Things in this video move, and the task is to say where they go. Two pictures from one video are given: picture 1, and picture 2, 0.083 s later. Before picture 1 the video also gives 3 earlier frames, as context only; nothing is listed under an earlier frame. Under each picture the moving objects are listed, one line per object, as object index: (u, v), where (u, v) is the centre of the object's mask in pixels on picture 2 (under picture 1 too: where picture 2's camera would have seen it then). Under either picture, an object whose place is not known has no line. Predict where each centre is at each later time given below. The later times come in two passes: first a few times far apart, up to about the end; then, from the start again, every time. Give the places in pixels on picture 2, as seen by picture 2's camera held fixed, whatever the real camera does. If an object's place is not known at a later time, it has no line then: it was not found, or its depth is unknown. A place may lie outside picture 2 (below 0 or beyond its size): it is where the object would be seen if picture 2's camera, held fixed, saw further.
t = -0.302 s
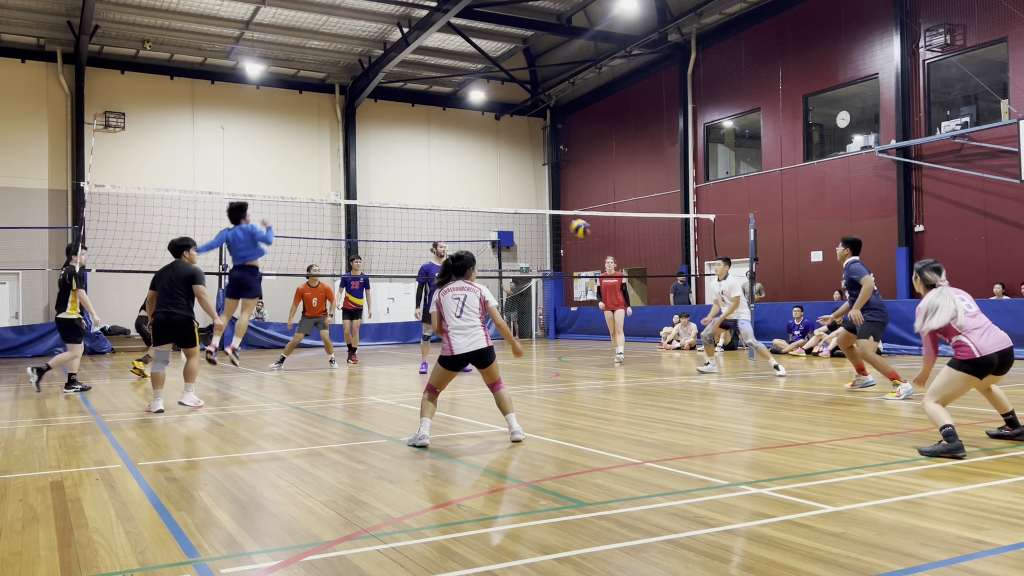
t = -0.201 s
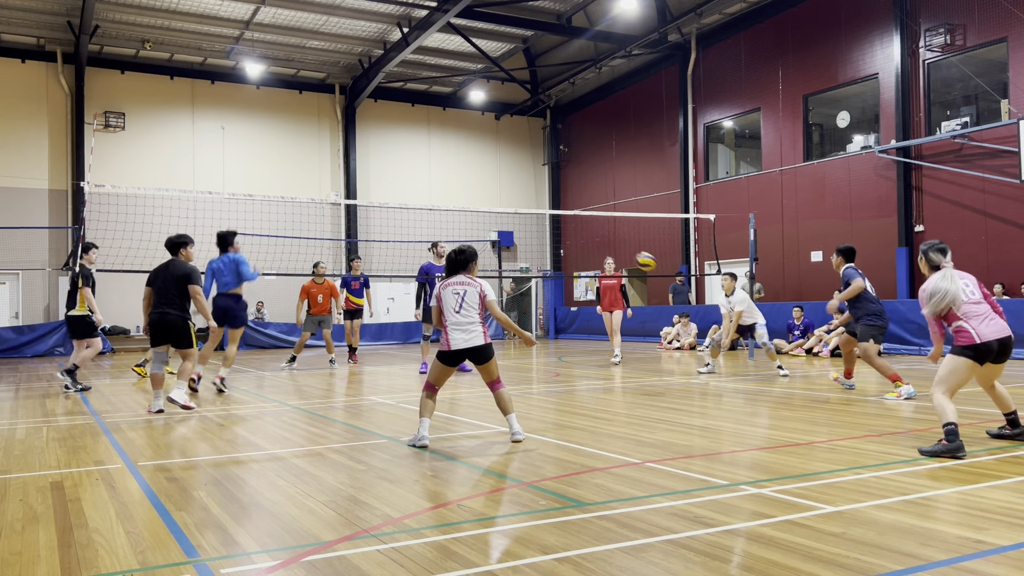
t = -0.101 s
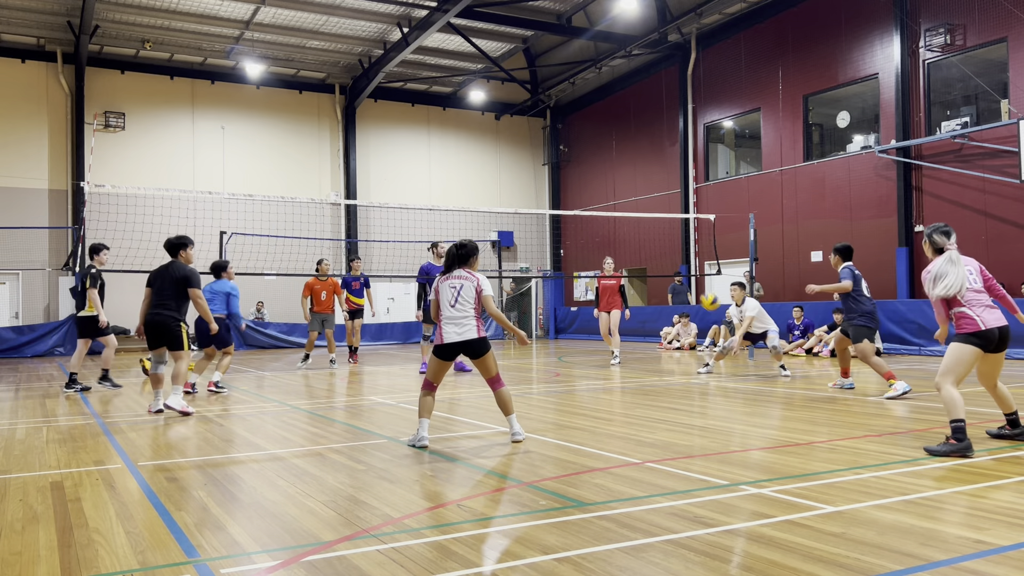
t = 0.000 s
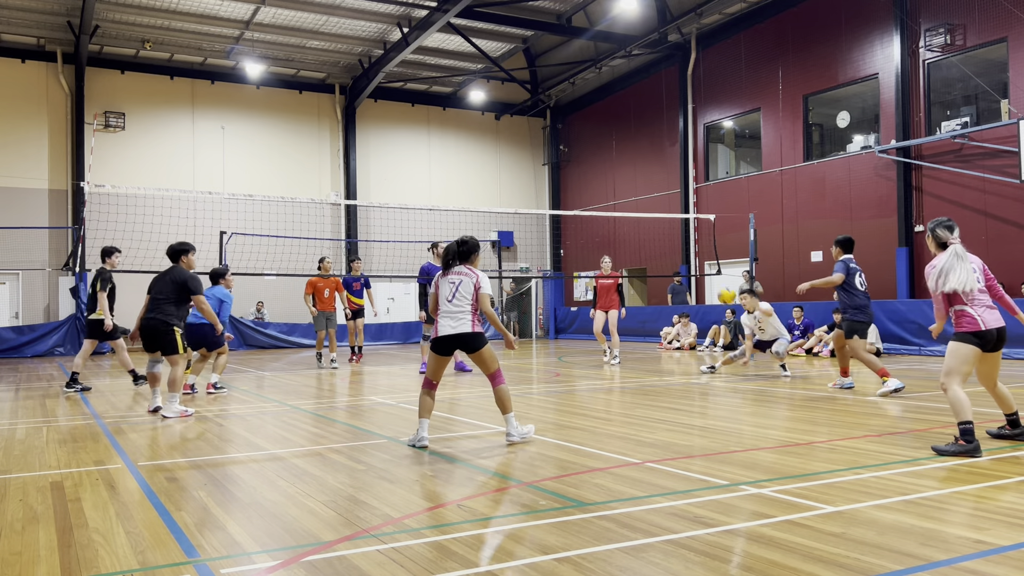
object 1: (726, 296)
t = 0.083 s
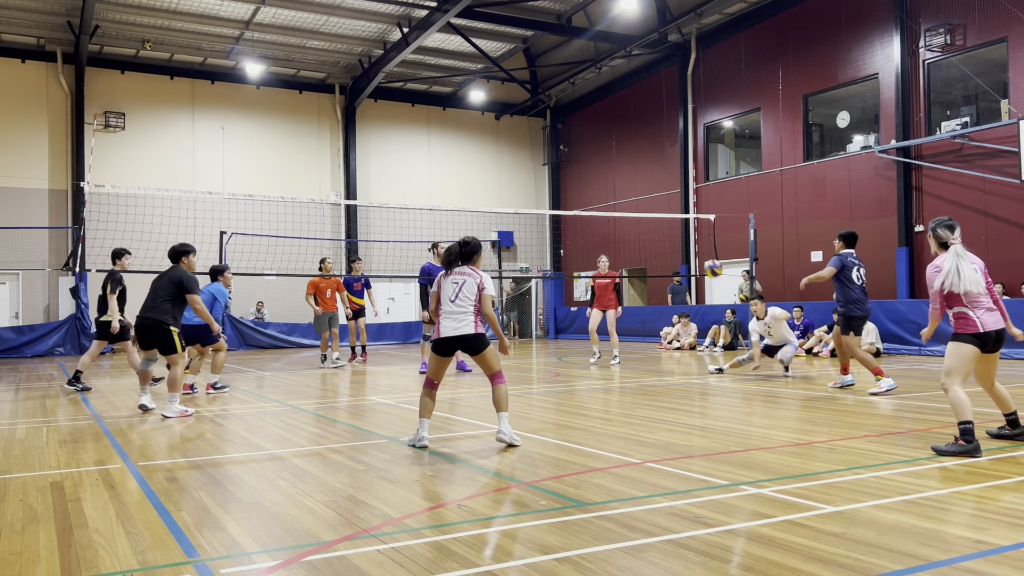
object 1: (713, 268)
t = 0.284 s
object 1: (680, 226)
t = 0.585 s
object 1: (627, 220)
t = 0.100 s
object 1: (710, 264)
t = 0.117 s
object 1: (708, 259)
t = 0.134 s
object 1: (705, 255)
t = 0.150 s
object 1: (702, 251)
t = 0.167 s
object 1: (700, 247)
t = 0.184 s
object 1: (697, 243)
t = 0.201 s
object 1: (694, 239)
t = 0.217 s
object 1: (691, 236)
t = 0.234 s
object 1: (688, 233)
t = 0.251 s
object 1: (686, 230)
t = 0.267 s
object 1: (683, 227)
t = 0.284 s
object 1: (680, 226)
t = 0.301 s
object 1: (677, 223)
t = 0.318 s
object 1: (674, 221)
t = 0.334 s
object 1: (672, 218)
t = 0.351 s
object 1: (669, 217)
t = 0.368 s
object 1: (666, 215)
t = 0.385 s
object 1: (663, 214)
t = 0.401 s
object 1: (660, 213)
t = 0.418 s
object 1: (657, 213)
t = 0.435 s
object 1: (654, 212)
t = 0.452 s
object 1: (651, 212)
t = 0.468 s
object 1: (648, 212)
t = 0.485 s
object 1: (645, 212)
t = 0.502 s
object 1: (642, 213)
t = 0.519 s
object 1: (639, 213)
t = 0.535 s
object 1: (636, 215)
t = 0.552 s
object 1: (633, 216)
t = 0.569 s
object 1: (630, 218)
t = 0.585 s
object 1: (627, 220)
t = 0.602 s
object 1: (624, 222)
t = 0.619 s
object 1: (620, 224)
